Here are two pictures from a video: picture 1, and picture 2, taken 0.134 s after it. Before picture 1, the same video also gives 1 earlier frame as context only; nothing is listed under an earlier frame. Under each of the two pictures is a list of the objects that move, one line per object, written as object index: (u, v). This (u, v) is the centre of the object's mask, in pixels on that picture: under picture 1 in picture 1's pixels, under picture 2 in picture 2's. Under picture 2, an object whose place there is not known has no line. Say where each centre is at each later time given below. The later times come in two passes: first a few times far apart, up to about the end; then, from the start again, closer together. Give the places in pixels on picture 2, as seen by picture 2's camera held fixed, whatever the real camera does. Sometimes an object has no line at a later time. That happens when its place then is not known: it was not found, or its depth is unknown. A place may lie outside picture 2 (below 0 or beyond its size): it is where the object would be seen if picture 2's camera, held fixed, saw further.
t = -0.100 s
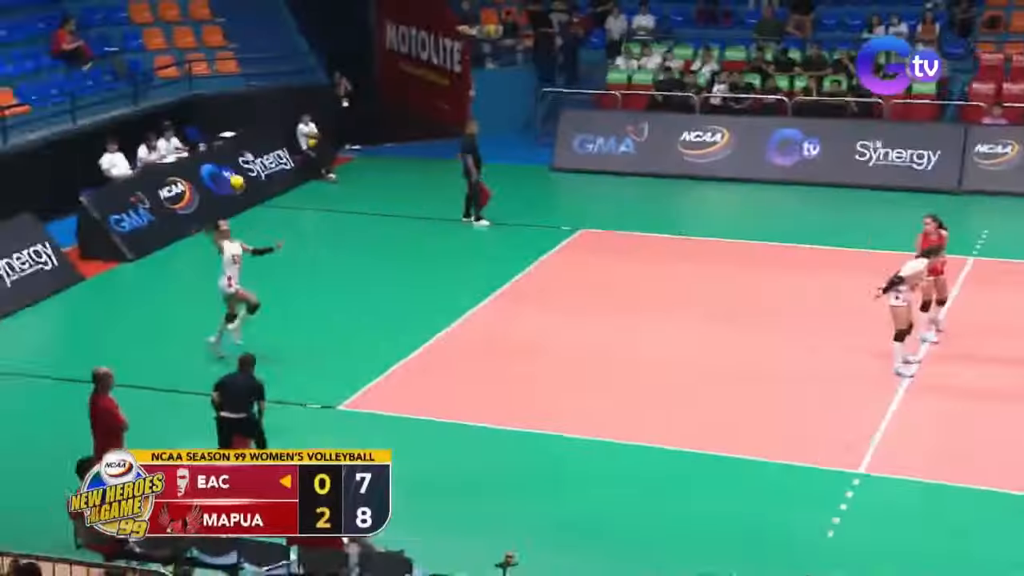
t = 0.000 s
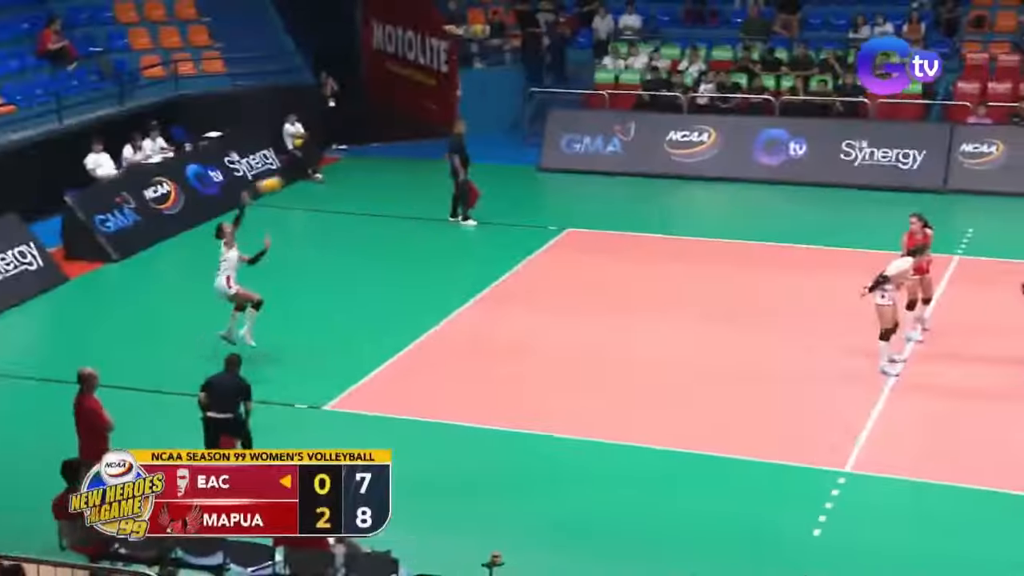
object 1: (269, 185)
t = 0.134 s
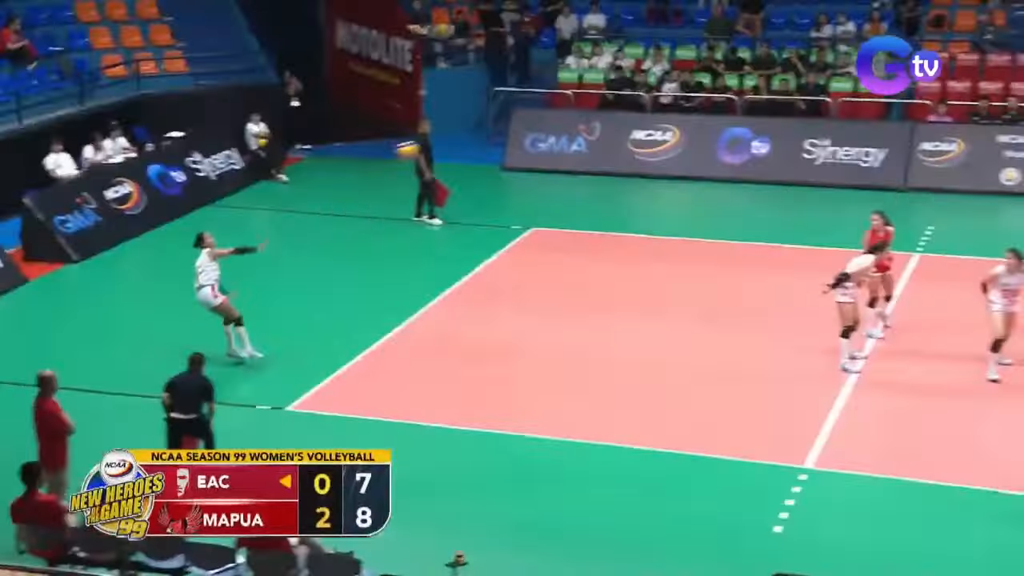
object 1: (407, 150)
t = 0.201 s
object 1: (490, 136)
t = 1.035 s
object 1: (1450, 244)
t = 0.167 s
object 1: (449, 143)
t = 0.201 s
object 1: (490, 136)
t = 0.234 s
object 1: (532, 130)
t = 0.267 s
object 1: (571, 124)
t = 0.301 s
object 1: (612, 119)
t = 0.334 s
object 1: (652, 116)
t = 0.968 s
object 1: (1380, 215)
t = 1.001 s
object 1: (1415, 229)
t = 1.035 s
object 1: (1450, 244)
